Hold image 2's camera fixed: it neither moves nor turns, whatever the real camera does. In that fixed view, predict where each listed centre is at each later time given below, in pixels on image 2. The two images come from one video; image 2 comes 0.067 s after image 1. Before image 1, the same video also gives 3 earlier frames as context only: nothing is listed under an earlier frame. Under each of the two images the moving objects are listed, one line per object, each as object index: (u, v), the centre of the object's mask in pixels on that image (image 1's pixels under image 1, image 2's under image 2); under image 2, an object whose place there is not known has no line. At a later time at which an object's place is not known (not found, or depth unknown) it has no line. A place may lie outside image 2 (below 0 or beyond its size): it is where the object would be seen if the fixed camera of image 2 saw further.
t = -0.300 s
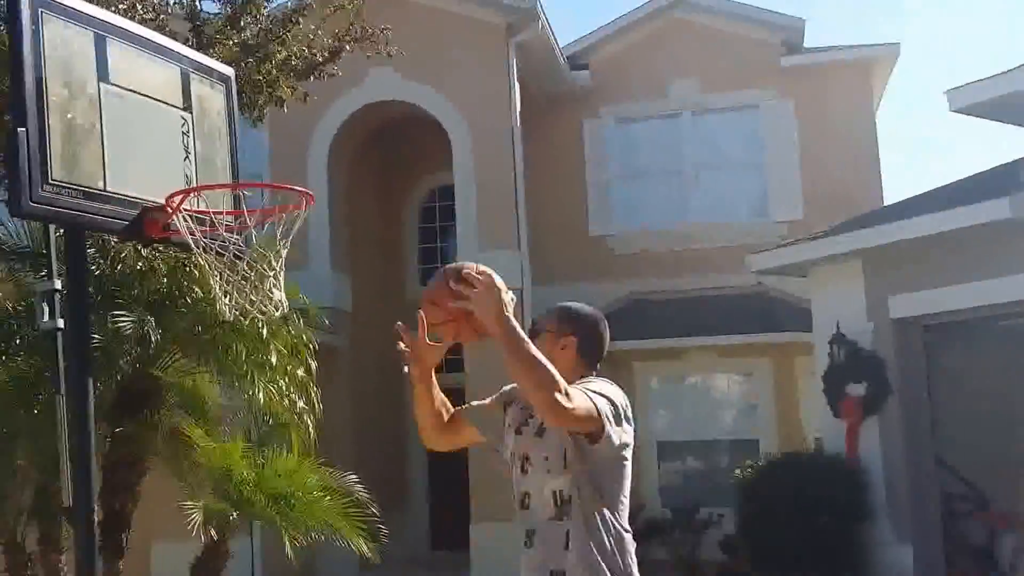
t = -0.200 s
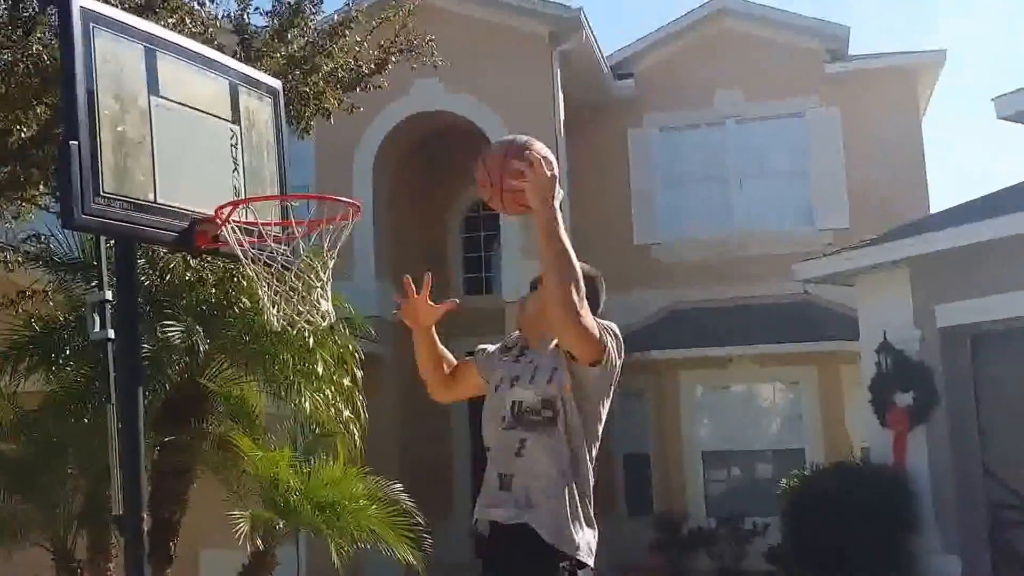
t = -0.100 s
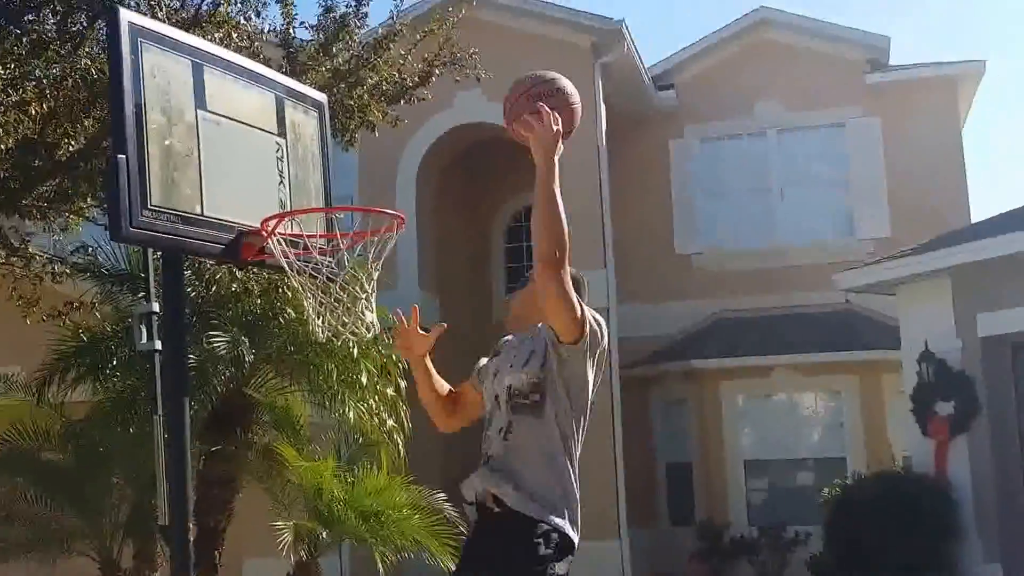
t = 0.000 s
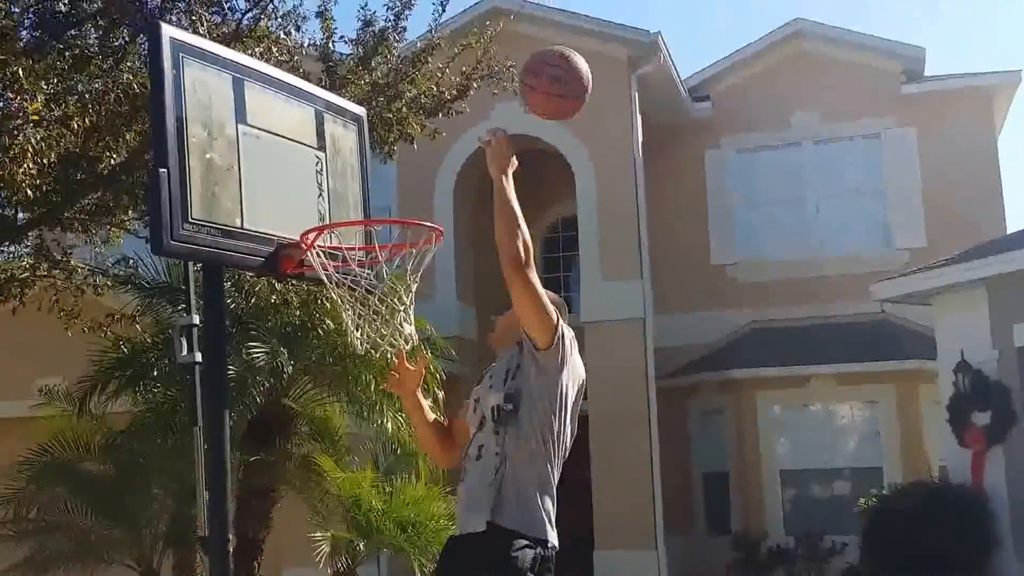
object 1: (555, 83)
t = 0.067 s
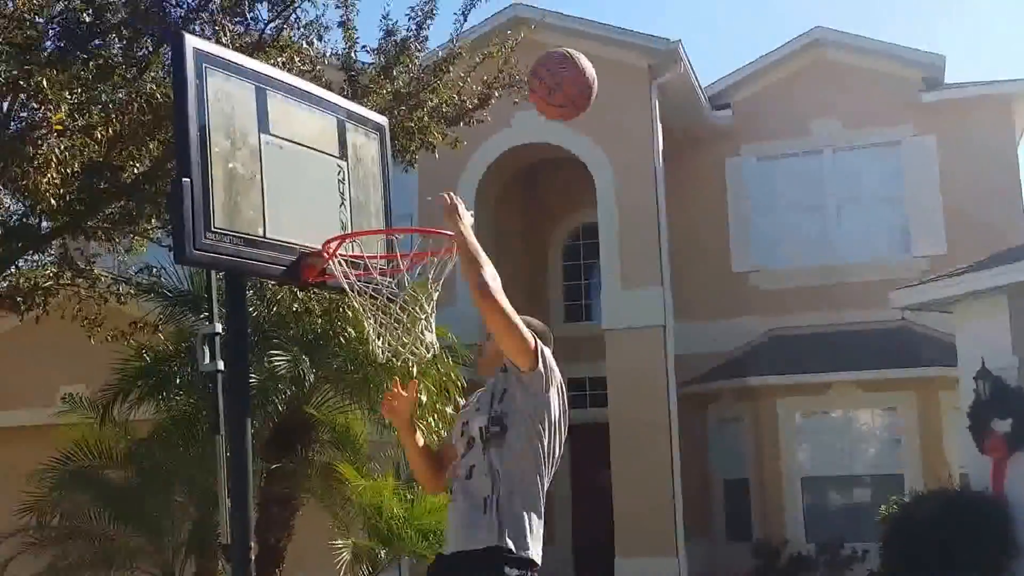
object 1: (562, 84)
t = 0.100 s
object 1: (557, 84)
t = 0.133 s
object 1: (553, 86)
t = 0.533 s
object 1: (492, 359)
